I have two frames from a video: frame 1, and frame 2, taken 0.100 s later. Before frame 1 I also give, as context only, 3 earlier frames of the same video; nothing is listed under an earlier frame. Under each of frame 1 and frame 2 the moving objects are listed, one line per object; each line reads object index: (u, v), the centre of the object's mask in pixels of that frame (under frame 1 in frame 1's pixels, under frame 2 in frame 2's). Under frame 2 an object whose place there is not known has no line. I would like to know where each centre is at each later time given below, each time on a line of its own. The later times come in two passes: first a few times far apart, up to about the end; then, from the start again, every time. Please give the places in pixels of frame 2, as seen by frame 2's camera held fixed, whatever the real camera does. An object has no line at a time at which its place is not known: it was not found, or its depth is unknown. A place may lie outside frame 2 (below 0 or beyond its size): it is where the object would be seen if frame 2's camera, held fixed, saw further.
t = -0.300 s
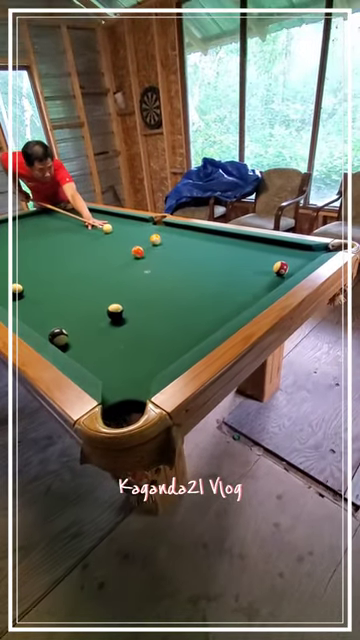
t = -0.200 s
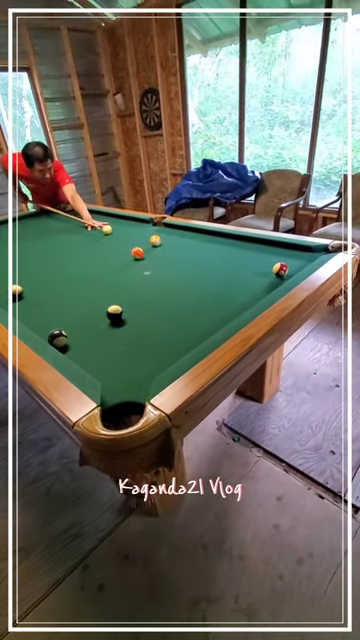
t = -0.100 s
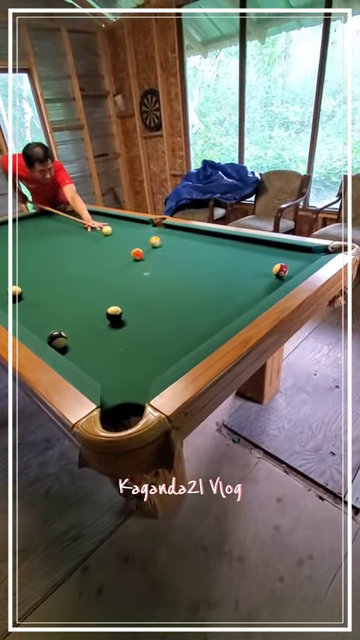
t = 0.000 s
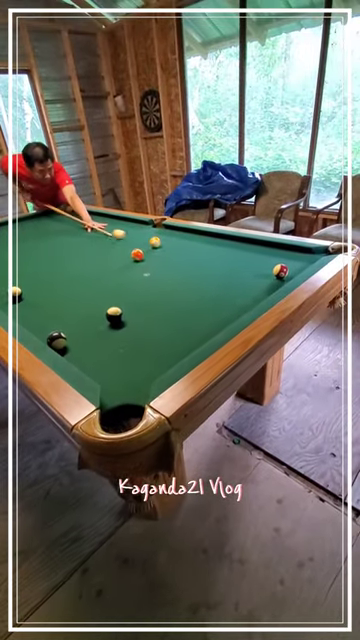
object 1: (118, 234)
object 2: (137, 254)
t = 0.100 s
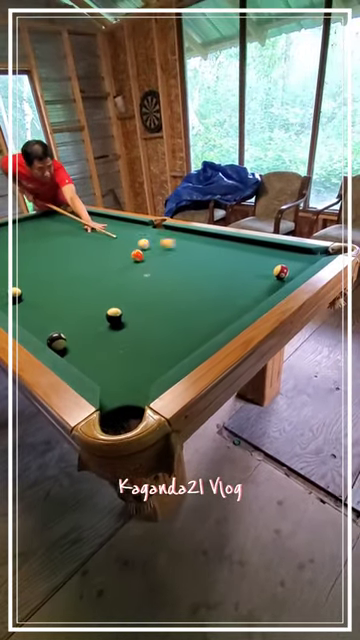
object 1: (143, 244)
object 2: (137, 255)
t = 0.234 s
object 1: (130, 250)
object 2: (137, 255)
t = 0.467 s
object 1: (108, 262)
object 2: (141, 257)
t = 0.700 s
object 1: (81, 273)
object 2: (145, 259)
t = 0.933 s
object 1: (52, 284)
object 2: (148, 261)
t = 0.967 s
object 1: (48, 285)
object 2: (149, 261)
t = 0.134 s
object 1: (141, 245)
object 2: (137, 255)
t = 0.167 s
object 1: (138, 247)
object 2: (137, 255)
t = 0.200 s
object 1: (134, 248)
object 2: (137, 255)
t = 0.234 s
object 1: (130, 250)
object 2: (137, 255)
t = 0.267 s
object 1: (128, 253)
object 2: (137, 255)
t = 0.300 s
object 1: (125, 255)
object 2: (138, 256)
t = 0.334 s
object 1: (122, 256)
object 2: (138, 256)
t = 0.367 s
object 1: (119, 258)
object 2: (139, 257)
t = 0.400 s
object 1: (115, 259)
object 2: (140, 257)
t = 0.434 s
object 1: (112, 261)
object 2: (140, 257)
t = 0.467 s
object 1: (108, 262)
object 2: (141, 257)
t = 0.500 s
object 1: (104, 263)
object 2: (142, 258)
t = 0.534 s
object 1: (100, 265)
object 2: (142, 258)
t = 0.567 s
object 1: (97, 266)
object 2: (143, 258)
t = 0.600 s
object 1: (93, 268)
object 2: (143, 259)
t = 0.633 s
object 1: (89, 269)
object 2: (144, 258)
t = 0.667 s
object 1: (85, 271)
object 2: (145, 259)
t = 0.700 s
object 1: (81, 273)
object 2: (145, 259)
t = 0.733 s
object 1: (77, 274)
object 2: (145, 259)
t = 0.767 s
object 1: (73, 276)
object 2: (146, 259)
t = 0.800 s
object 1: (69, 277)
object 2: (146, 260)
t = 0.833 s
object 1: (65, 279)
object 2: (147, 260)
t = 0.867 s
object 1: (61, 280)
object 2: (147, 260)
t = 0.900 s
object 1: (56, 282)
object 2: (148, 261)
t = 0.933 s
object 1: (52, 284)
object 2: (148, 261)
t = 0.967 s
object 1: (48, 285)
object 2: (149, 261)
